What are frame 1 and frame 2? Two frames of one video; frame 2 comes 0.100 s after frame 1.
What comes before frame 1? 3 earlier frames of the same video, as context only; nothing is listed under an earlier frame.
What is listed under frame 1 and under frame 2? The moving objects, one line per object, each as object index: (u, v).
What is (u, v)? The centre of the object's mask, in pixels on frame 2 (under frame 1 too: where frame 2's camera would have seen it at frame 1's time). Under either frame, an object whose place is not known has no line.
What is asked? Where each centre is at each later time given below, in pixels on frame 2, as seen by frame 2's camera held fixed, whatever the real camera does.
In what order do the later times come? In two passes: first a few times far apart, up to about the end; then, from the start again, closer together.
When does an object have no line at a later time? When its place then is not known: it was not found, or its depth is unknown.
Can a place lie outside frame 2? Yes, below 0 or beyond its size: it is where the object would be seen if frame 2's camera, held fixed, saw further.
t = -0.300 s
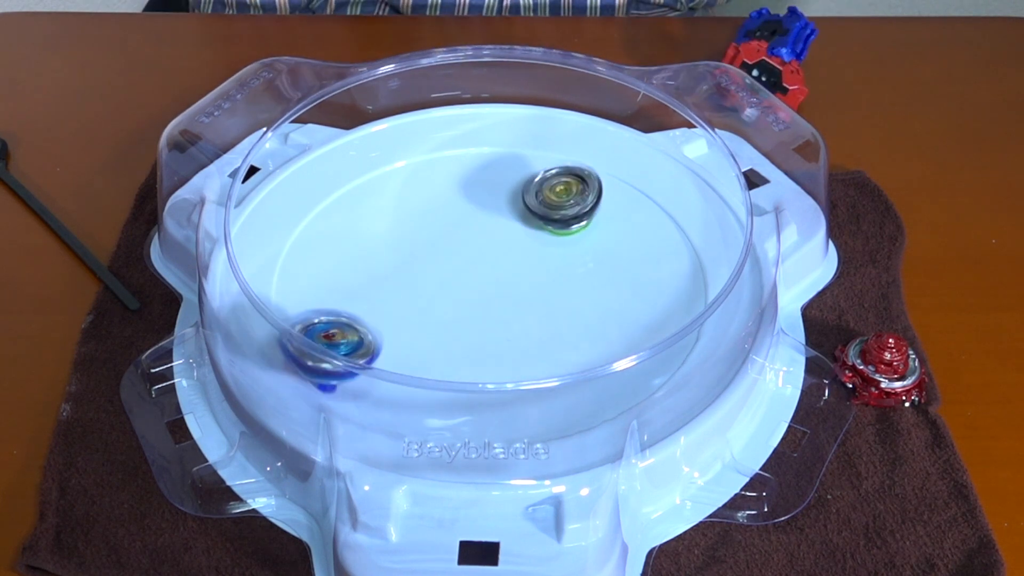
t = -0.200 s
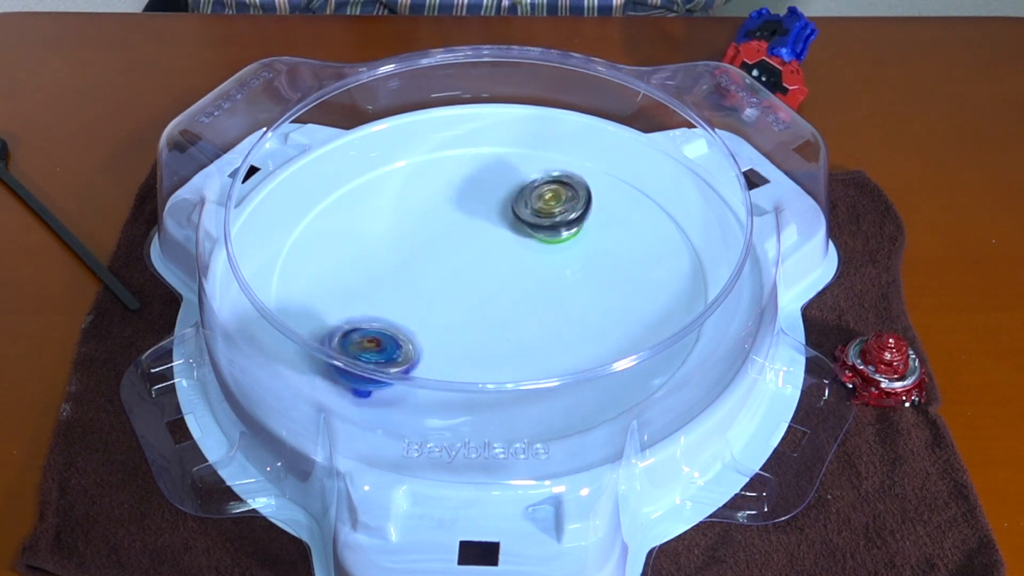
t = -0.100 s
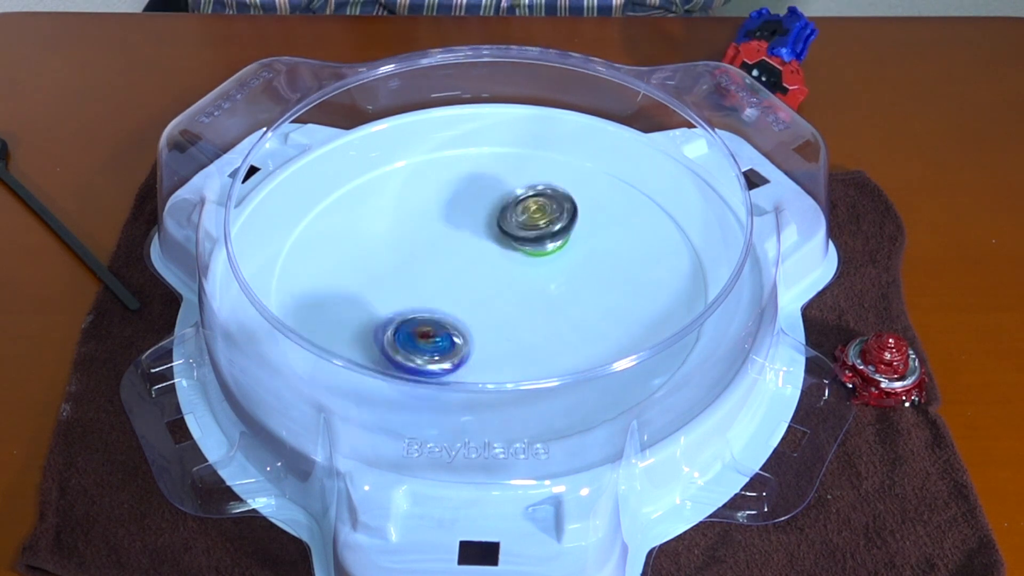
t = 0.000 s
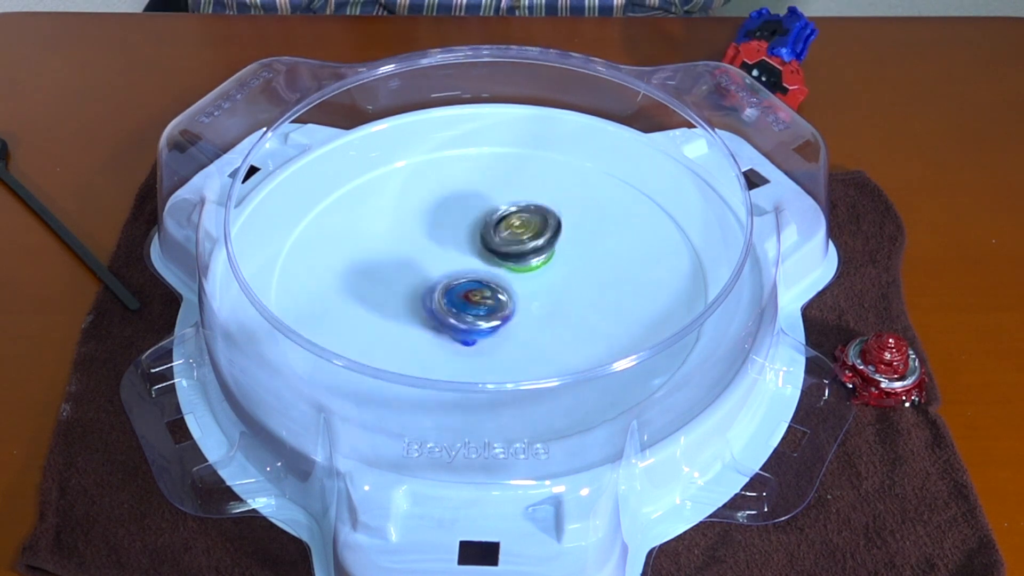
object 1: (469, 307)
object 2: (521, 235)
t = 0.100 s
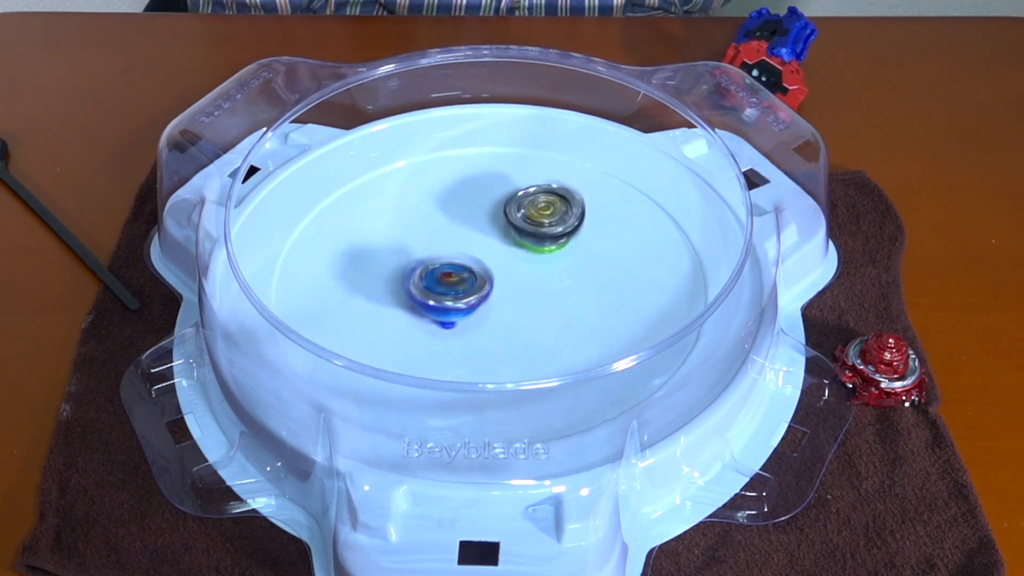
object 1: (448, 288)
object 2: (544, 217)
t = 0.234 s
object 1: (405, 283)
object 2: (539, 209)
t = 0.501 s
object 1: (409, 287)
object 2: (505, 220)
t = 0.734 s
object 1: (343, 313)
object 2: (547, 212)
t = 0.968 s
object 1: (370, 351)
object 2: (549, 219)
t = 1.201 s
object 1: (459, 294)
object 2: (530, 245)
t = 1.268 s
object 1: (443, 281)
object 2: (538, 242)
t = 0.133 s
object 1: (435, 286)
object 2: (545, 212)
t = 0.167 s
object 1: (423, 284)
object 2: (544, 211)
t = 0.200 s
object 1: (414, 284)
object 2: (541, 209)
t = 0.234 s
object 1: (405, 283)
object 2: (539, 209)
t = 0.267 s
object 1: (398, 283)
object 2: (534, 209)
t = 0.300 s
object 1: (394, 284)
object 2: (530, 209)
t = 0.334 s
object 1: (392, 285)
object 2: (526, 209)
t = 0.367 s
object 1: (392, 285)
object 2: (523, 210)
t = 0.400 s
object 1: (393, 287)
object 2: (517, 213)
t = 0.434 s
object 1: (396, 287)
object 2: (513, 214)
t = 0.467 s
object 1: (402, 288)
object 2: (508, 218)
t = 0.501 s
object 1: (409, 287)
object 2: (505, 220)
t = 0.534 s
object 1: (417, 286)
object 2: (500, 224)
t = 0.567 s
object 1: (425, 283)
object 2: (495, 228)
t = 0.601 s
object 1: (433, 282)
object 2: (492, 231)
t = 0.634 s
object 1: (422, 284)
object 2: (499, 229)
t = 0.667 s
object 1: (391, 295)
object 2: (521, 220)
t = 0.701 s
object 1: (363, 303)
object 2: (538, 215)
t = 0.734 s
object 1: (343, 313)
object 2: (547, 212)
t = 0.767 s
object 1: (335, 320)
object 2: (549, 212)
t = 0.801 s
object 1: (326, 334)
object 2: (550, 213)
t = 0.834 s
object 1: (322, 341)
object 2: (550, 214)
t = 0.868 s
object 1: (329, 347)
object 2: (550, 215)
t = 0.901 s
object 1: (343, 350)
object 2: (550, 216)
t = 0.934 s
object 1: (356, 352)
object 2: (549, 217)
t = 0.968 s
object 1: (370, 351)
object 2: (549, 219)
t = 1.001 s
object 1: (385, 345)
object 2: (548, 222)
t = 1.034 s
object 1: (398, 345)
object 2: (547, 225)
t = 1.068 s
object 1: (412, 343)
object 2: (545, 228)
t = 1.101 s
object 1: (426, 337)
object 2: (542, 232)
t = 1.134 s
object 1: (440, 325)
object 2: (539, 236)
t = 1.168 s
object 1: (450, 311)
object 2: (534, 241)
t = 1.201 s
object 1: (459, 294)
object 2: (530, 245)
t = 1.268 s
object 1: (443, 281)
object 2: (538, 242)
